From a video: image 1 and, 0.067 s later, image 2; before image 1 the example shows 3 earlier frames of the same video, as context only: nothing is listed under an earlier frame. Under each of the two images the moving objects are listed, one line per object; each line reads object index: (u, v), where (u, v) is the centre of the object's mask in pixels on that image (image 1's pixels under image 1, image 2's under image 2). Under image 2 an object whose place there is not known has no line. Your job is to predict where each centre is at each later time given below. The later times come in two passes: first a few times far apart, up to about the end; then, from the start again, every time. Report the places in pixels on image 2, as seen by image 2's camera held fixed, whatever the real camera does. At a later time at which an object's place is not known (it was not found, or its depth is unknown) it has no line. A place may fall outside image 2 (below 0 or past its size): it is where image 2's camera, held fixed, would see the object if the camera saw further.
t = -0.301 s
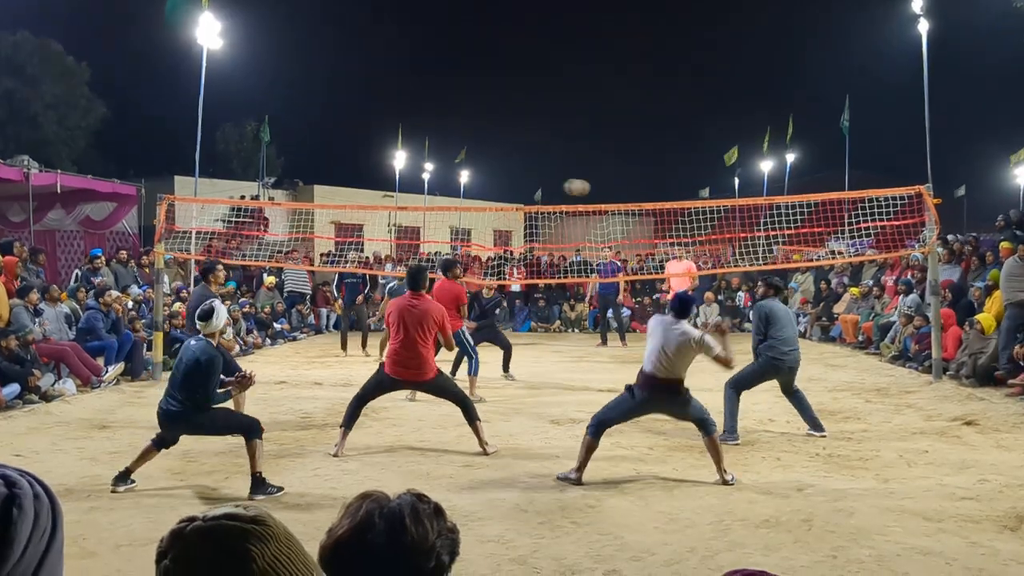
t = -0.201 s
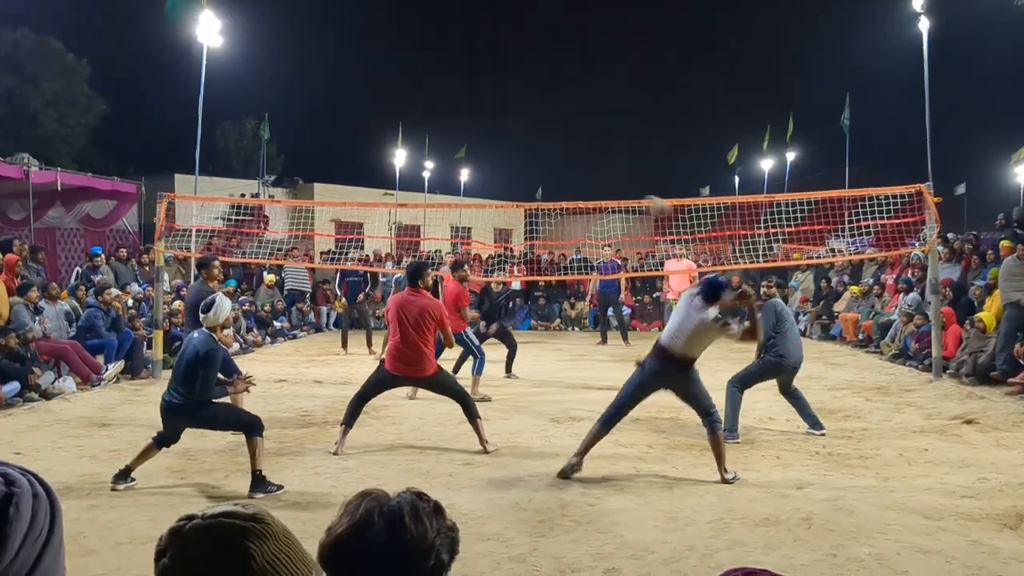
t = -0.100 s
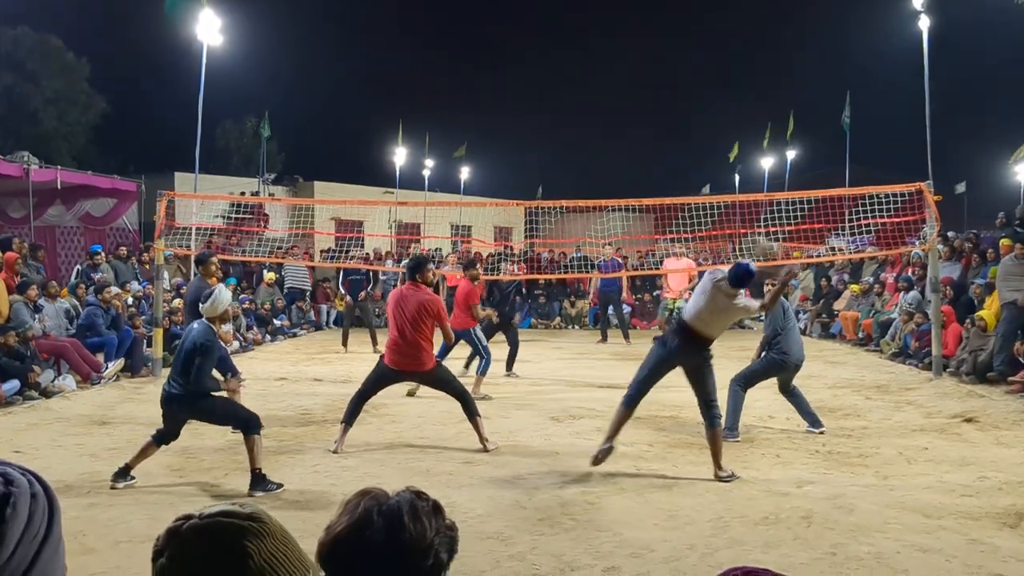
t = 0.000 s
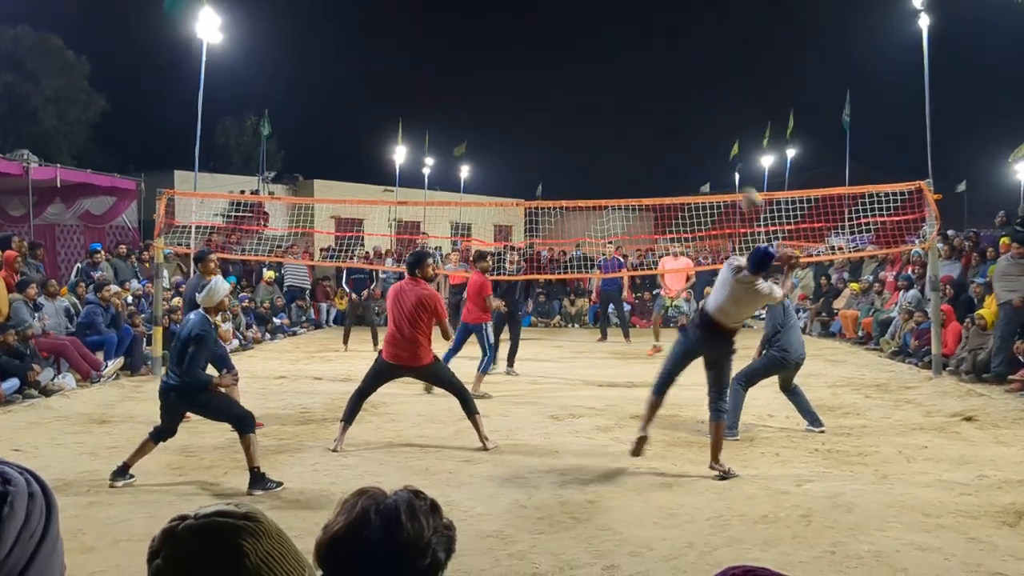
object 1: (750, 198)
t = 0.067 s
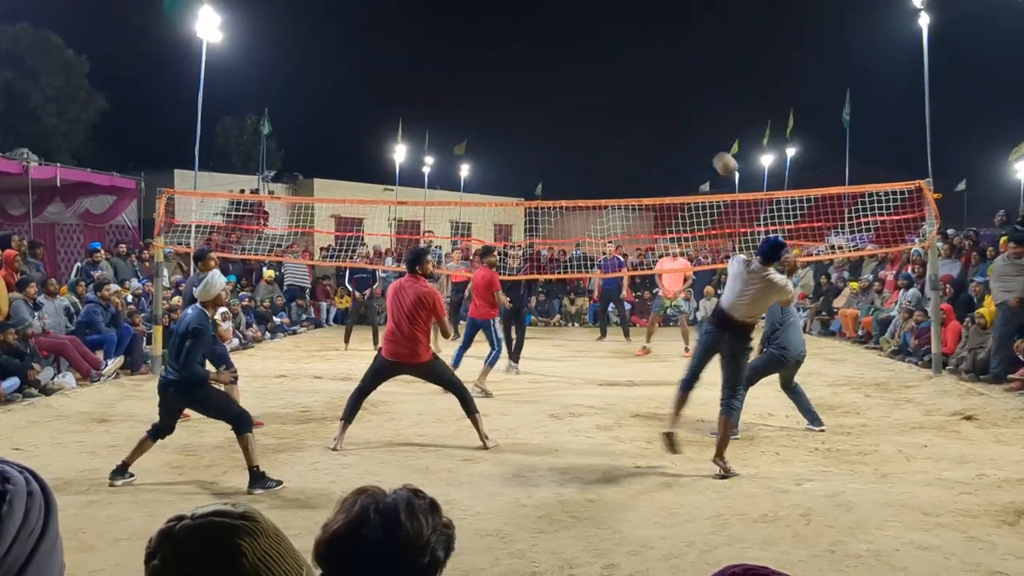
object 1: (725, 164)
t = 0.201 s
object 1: (688, 121)
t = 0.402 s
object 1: (647, 98)
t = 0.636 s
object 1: (612, 109)
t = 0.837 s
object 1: (588, 138)
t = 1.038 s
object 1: (569, 180)
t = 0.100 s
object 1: (716, 151)
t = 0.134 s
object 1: (705, 139)
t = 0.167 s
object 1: (696, 129)
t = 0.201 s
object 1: (688, 121)
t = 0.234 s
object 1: (680, 114)
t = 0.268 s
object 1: (672, 108)
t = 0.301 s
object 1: (666, 104)
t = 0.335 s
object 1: (659, 101)
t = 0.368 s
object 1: (653, 99)
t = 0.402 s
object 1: (647, 98)
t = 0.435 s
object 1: (641, 97)
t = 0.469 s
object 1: (635, 97)
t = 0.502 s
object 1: (630, 98)
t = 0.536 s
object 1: (625, 100)
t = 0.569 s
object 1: (621, 102)
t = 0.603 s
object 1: (616, 105)
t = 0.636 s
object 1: (612, 109)
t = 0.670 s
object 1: (608, 113)
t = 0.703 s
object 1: (603, 117)
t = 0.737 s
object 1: (599, 122)
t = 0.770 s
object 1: (596, 127)
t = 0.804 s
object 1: (592, 133)
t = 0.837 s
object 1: (588, 138)
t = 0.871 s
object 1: (585, 144)
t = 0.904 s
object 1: (582, 151)
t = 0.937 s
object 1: (578, 158)
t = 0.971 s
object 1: (575, 165)
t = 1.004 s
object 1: (572, 173)
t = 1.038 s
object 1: (569, 180)
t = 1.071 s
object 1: (566, 188)
